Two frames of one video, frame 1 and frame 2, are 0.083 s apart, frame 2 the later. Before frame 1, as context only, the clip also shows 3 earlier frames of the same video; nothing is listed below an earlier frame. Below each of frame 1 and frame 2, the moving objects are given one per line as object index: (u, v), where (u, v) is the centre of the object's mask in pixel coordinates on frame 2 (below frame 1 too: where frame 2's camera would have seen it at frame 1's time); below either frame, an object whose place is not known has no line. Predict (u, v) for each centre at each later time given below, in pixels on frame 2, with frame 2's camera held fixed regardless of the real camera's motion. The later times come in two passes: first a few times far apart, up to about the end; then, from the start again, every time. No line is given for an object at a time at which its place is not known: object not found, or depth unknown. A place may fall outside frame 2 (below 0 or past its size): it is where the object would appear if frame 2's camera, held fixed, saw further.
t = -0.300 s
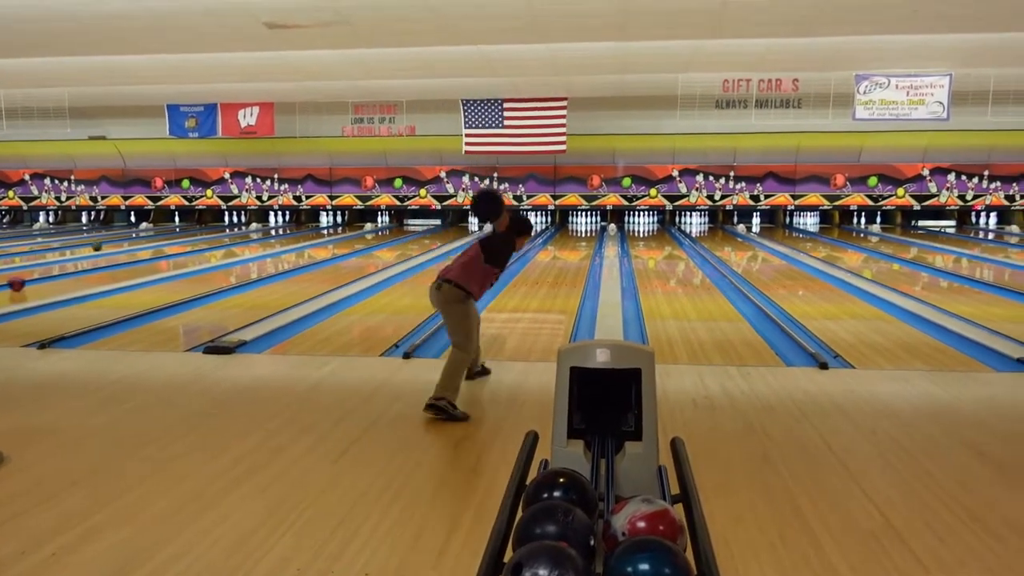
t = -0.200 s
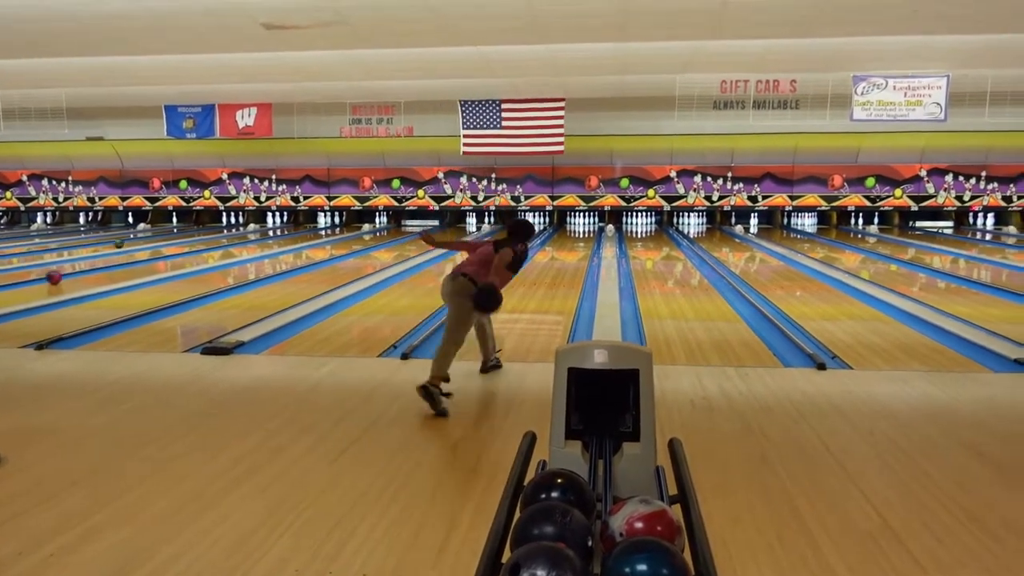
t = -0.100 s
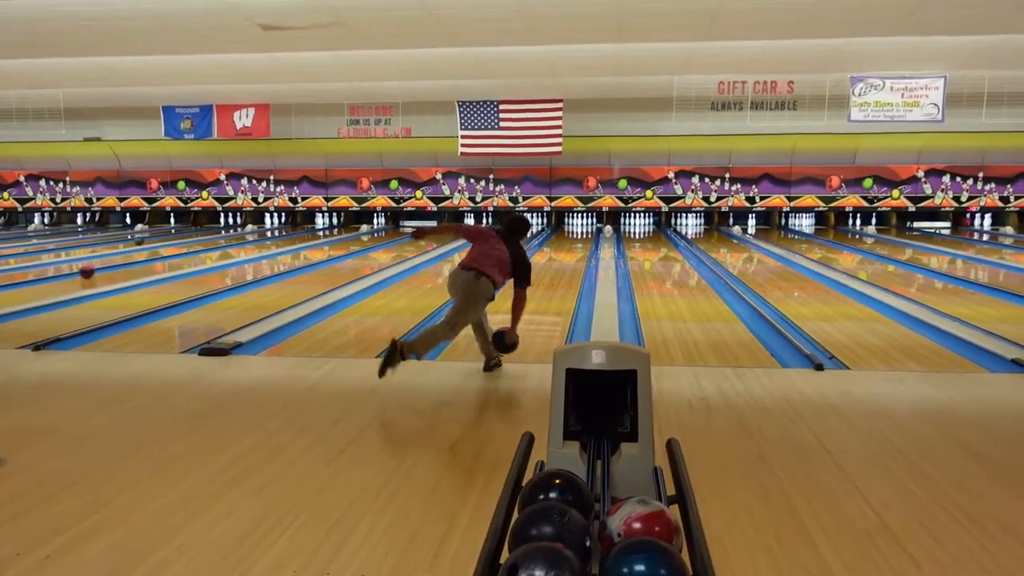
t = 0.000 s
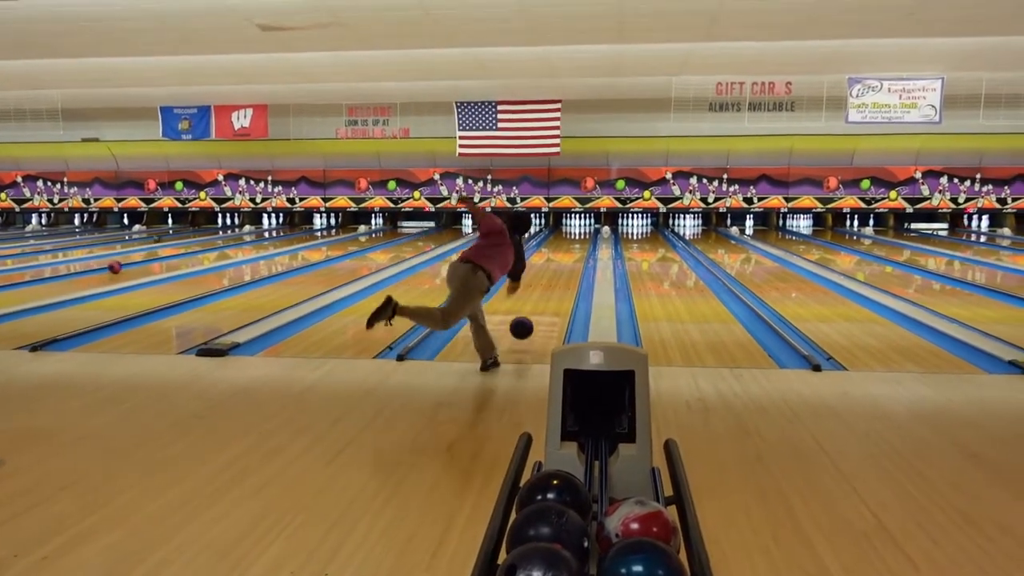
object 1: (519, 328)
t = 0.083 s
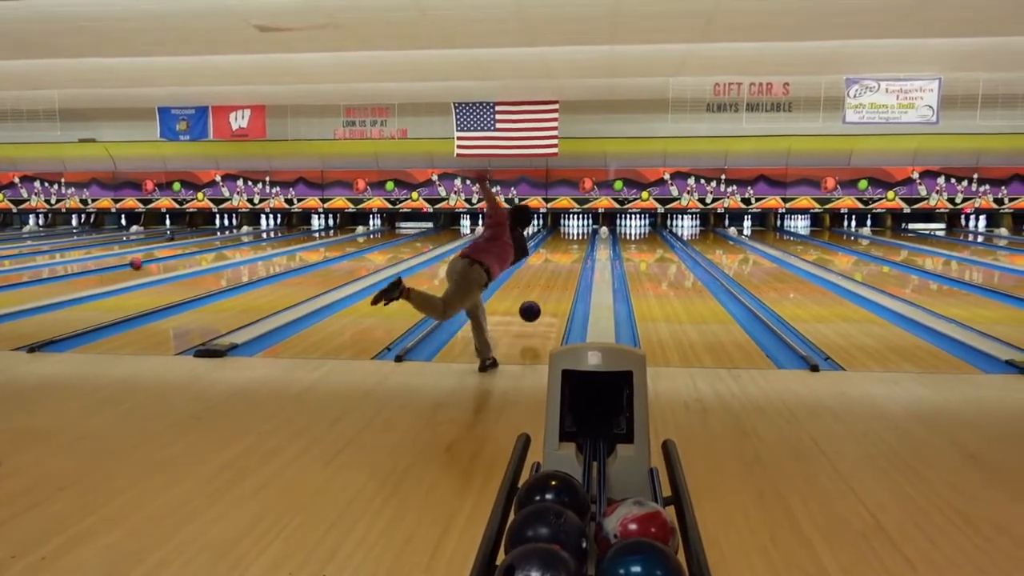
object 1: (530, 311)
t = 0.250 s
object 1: (545, 301)
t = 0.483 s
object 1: (560, 279)
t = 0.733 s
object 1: (569, 263)
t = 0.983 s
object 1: (576, 251)
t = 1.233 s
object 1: (580, 243)
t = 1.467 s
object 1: (582, 237)
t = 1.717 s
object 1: (580, 232)
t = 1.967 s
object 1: (578, 228)
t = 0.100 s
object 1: (531, 309)
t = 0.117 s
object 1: (533, 307)
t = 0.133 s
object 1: (535, 306)
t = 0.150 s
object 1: (536, 305)
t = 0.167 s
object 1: (538, 304)
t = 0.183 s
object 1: (539, 303)
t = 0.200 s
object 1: (541, 302)
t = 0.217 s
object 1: (542, 302)
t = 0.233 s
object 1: (544, 302)
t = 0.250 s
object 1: (545, 301)
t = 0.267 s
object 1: (546, 298)
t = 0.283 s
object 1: (547, 296)
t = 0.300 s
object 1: (549, 294)
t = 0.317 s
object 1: (550, 293)
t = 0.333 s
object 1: (551, 292)
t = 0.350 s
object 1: (552, 290)
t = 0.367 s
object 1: (553, 289)
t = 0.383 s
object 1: (554, 287)
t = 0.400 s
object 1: (555, 286)
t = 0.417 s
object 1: (556, 284)
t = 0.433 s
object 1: (557, 283)
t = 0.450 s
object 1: (558, 281)
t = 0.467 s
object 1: (559, 280)
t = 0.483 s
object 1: (560, 279)
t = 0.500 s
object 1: (561, 278)
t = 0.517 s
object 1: (561, 277)
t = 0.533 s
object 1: (562, 275)
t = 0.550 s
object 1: (563, 274)
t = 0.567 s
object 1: (564, 273)
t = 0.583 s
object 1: (564, 272)
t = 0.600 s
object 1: (565, 271)
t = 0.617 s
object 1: (565, 270)
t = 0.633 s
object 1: (566, 268)
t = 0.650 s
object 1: (567, 267)
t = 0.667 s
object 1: (567, 266)
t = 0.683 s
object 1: (568, 265)
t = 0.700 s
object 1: (568, 265)
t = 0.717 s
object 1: (569, 264)
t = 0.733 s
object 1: (569, 263)
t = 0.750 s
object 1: (570, 262)
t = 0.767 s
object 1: (570, 261)
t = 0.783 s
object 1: (571, 260)
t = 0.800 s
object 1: (571, 259)
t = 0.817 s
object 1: (571, 258)
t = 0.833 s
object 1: (572, 257)
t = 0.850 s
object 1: (572, 257)
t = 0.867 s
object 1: (573, 256)
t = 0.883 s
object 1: (573, 255)
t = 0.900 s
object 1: (574, 254)
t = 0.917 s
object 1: (574, 254)
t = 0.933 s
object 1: (574, 253)
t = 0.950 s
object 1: (575, 252)
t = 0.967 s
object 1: (575, 251)
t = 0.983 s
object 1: (576, 251)
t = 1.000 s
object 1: (577, 250)
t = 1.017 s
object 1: (576, 250)
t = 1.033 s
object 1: (577, 249)
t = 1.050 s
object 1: (577, 249)
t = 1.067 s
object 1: (577, 248)
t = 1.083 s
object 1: (578, 248)
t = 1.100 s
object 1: (578, 247)
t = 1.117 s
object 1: (578, 247)
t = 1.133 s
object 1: (579, 246)
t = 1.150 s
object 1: (579, 246)
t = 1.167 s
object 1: (579, 245)
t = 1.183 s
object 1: (579, 245)
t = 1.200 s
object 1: (579, 244)
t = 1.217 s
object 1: (580, 243)
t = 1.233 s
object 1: (580, 243)
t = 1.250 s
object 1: (580, 243)
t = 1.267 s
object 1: (580, 242)
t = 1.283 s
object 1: (580, 242)
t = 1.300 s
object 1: (581, 241)
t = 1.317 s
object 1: (581, 241)
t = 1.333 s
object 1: (581, 240)
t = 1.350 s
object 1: (581, 240)
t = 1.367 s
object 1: (581, 239)
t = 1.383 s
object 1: (581, 238)
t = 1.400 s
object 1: (581, 238)
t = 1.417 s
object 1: (582, 238)
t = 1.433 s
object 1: (582, 237)
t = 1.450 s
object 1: (582, 237)
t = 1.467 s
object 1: (582, 237)
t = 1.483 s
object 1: (582, 236)
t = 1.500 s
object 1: (582, 236)
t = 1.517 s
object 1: (582, 235)
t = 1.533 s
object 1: (581, 235)
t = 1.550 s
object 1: (582, 235)
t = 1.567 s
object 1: (582, 234)
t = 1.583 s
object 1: (582, 234)
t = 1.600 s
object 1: (582, 233)
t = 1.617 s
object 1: (581, 234)
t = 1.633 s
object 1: (581, 234)
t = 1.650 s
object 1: (581, 233)
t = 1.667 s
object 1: (581, 233)
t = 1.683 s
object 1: (580, 233)
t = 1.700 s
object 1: (581, 232)
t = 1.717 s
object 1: (580, 232)
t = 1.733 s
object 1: (580, 232)
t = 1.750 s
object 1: (580, 232)
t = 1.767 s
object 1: (580, 231)
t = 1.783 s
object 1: (579, 231)
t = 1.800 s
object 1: (580, 230)
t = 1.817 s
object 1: (580, 230)
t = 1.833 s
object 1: (579, 230)
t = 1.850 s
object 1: (579, 230)
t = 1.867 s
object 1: (579, 229)
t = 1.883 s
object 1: (579, 229)
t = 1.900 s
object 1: (579, 229)
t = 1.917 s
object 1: (579, 229)
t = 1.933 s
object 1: (579, 227)
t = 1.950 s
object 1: (578, 228)
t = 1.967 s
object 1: (578, 228)
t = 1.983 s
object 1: (578, 227)
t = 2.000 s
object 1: (579, 227)
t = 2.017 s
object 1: (578, 227)
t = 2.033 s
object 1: (578, 227)
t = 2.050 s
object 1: (579, 227)
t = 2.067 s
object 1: (578, 227)
